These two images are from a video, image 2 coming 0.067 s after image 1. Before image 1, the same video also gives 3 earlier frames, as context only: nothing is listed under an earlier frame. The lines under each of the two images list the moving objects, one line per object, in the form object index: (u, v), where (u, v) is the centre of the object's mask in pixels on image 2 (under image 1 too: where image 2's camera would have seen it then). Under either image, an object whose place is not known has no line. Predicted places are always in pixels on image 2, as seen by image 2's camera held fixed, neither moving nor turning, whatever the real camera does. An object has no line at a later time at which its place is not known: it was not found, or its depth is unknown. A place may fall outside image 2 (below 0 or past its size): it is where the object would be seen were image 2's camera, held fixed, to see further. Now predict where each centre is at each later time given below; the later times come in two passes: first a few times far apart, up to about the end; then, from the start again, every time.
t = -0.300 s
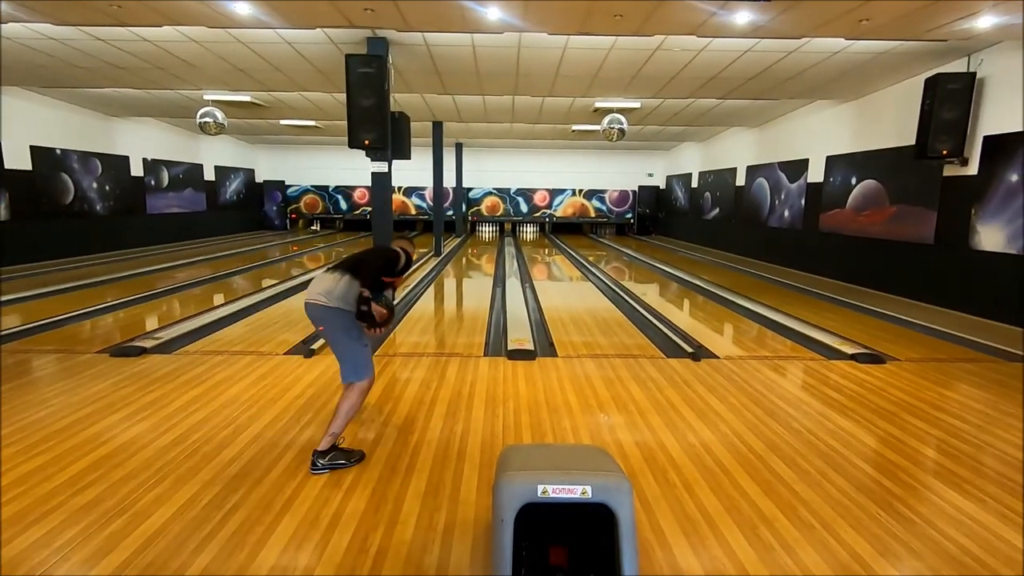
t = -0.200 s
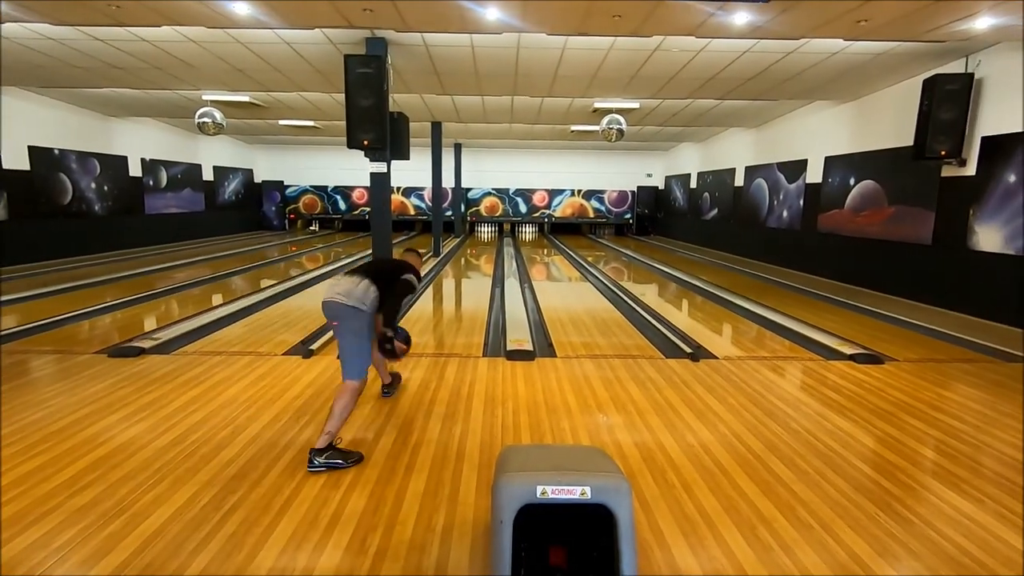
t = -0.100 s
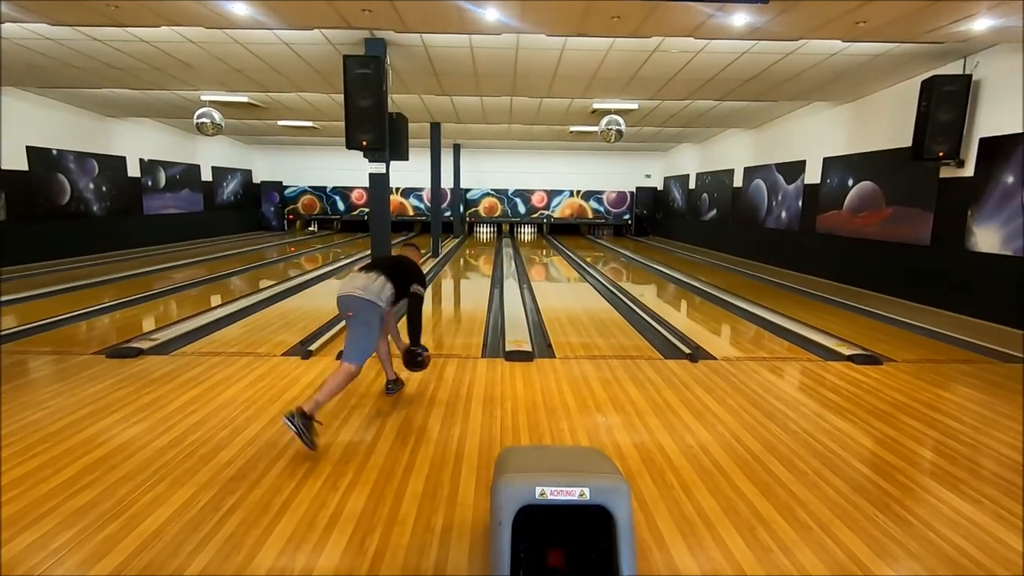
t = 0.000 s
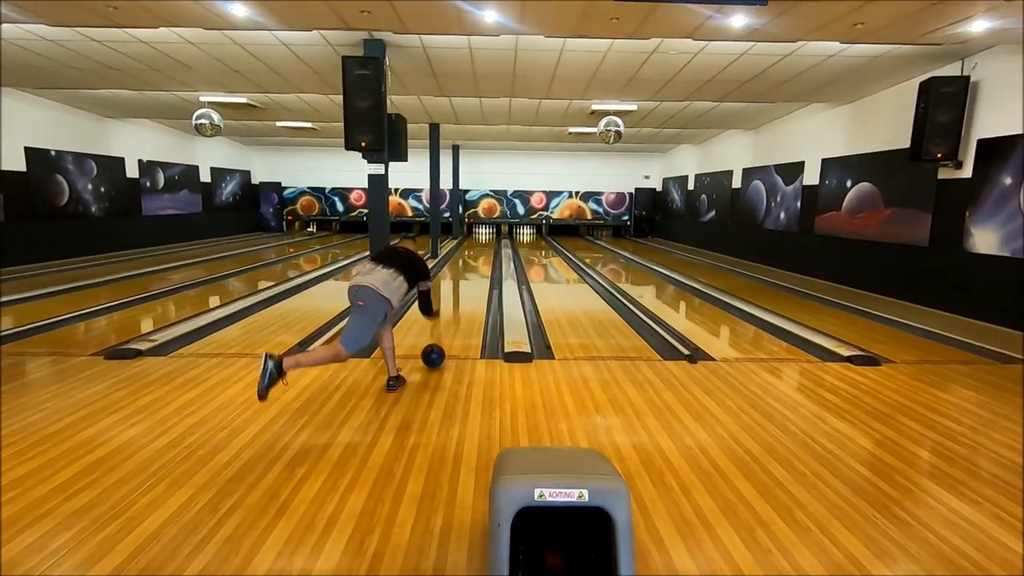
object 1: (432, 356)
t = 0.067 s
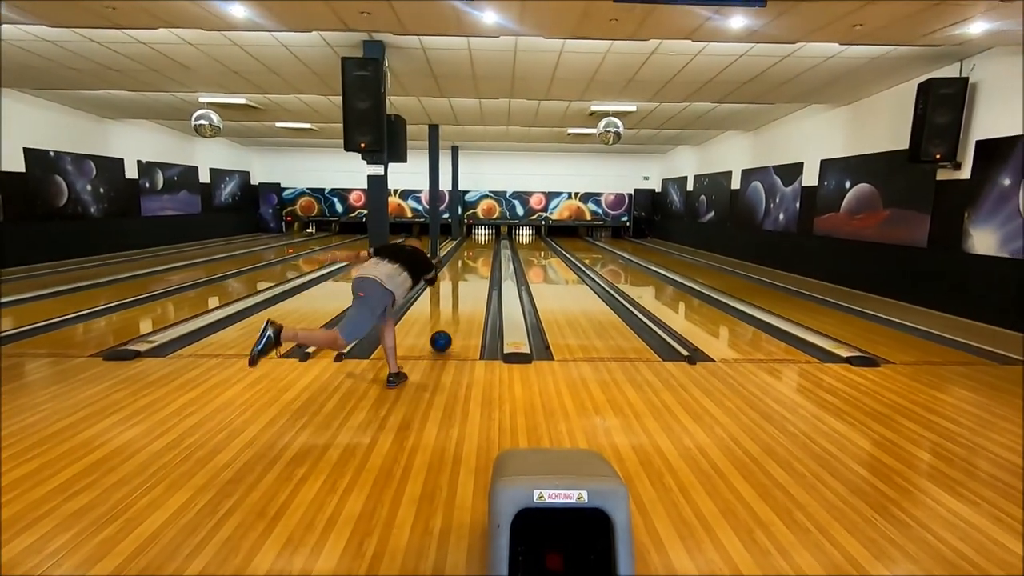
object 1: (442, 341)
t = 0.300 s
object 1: (460, 309)
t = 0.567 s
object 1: (474, 285)
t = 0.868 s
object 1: (483, 269)
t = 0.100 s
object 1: (445, 335)
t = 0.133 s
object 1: (448, 330)
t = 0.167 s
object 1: (451, 326)
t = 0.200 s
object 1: (454, 321)
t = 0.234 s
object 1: (456, 317)
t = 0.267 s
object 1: (459, 313)
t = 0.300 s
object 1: (460, 309)
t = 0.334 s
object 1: (463, 305)
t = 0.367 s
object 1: (465, 302)
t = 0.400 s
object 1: (467, 299)
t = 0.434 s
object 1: (468, 296)
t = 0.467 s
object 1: (470, 293)
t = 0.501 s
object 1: (471, 290)
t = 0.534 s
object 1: (473, 288)
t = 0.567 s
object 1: (474, 285)
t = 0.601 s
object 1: (475, 283)
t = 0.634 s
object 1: (477, 281)
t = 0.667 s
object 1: (478, 279)
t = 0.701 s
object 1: (479, 277)
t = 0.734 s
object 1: (480, 275)
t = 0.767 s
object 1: (481, 273)
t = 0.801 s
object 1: (482, 271)
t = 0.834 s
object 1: (482, 270)
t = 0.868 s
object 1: (483, 269)
